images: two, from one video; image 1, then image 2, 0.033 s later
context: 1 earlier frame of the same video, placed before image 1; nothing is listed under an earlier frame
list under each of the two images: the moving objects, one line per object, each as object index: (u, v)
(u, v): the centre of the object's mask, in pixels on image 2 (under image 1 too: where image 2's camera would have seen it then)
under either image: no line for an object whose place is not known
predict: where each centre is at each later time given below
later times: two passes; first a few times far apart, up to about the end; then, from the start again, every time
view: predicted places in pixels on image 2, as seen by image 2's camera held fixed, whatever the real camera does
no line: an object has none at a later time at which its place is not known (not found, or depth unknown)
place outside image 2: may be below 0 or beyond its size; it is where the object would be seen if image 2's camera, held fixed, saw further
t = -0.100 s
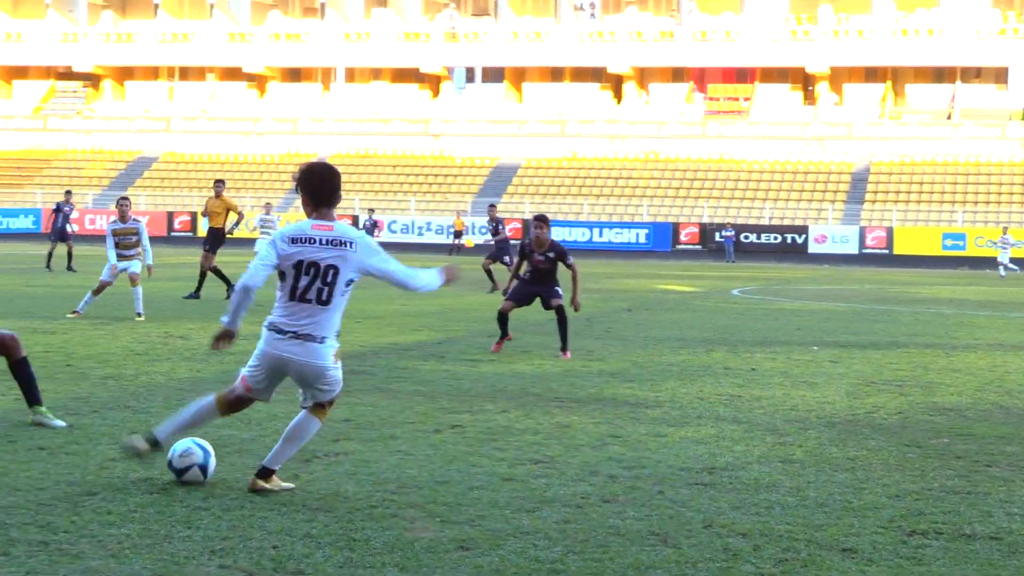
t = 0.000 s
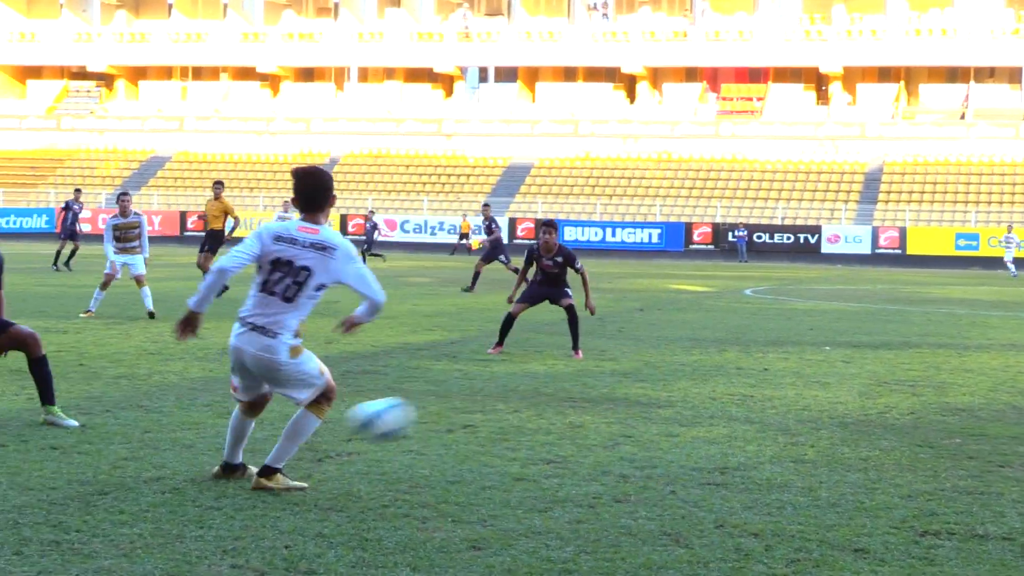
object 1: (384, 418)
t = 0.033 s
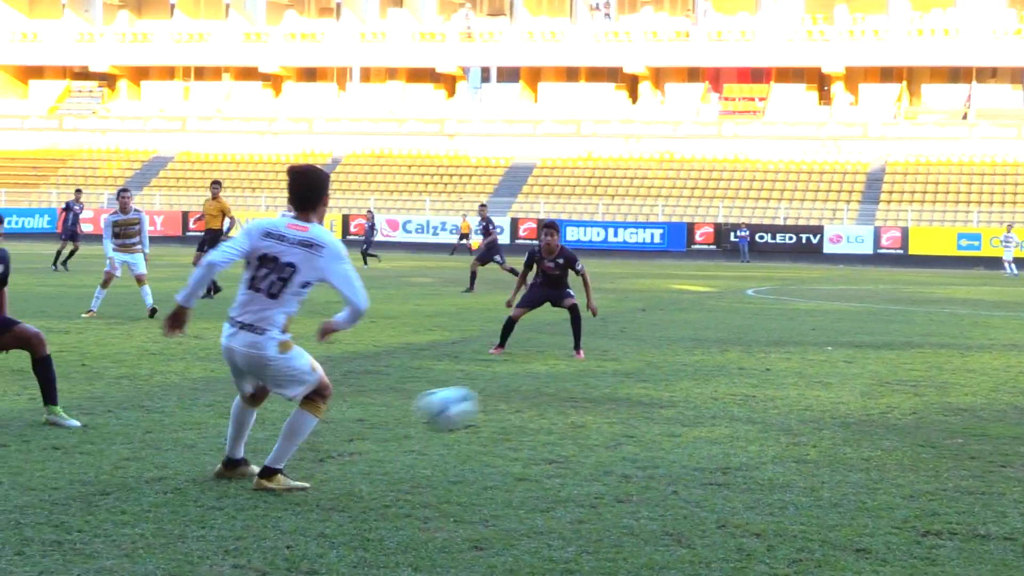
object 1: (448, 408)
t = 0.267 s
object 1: (837, 396)
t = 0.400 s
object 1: (1020, 423)
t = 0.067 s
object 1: (510, 398)
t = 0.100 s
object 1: (569, 392)
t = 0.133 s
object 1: (627, 387)
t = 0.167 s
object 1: (682, 386)
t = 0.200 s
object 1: (734, 388)
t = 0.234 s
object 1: (787, 391)
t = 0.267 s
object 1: (837, 396)
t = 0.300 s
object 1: (886, 402)
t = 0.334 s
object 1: (934, 412)
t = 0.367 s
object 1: (980, 424)
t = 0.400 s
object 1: (1020, 423)
